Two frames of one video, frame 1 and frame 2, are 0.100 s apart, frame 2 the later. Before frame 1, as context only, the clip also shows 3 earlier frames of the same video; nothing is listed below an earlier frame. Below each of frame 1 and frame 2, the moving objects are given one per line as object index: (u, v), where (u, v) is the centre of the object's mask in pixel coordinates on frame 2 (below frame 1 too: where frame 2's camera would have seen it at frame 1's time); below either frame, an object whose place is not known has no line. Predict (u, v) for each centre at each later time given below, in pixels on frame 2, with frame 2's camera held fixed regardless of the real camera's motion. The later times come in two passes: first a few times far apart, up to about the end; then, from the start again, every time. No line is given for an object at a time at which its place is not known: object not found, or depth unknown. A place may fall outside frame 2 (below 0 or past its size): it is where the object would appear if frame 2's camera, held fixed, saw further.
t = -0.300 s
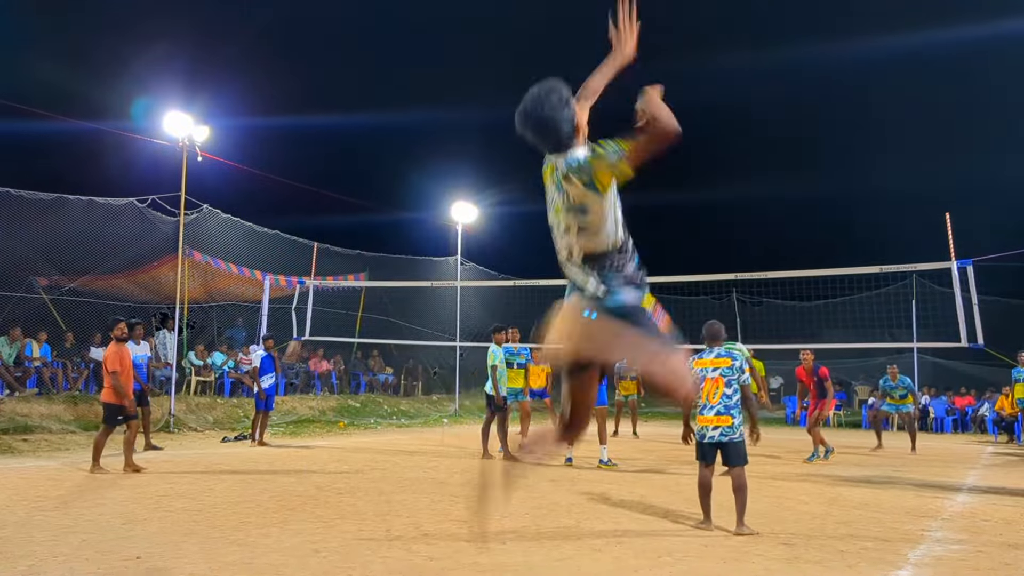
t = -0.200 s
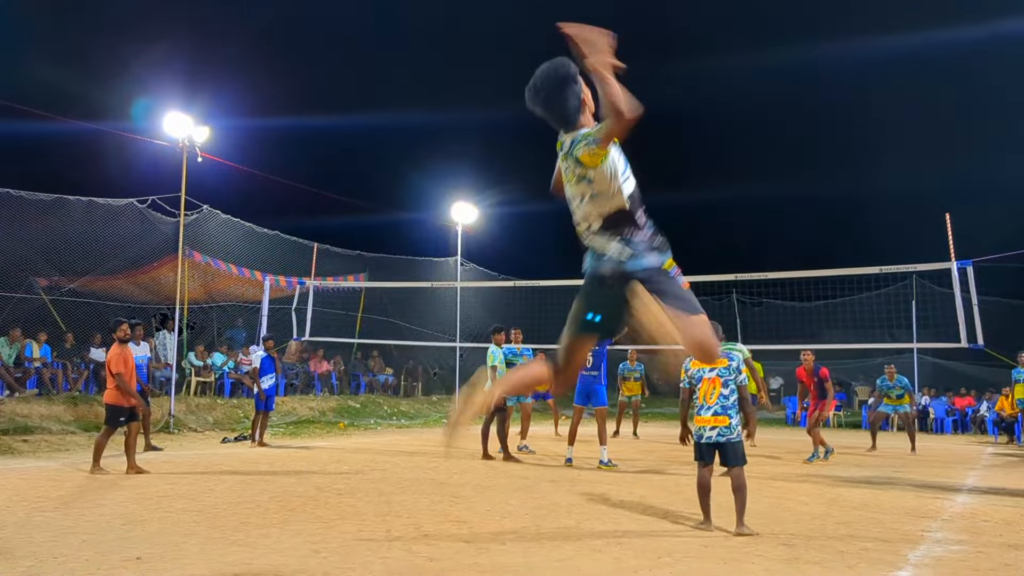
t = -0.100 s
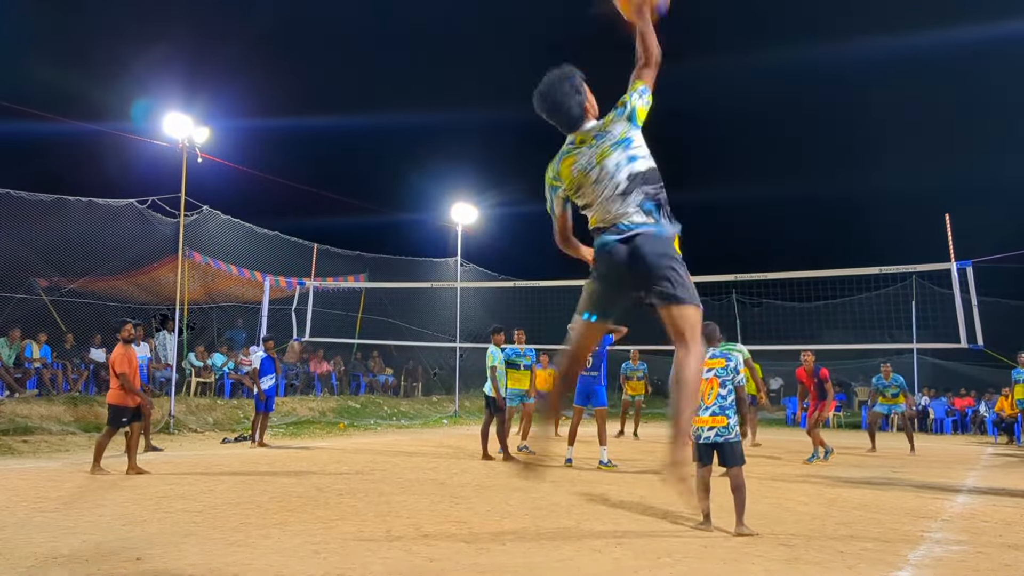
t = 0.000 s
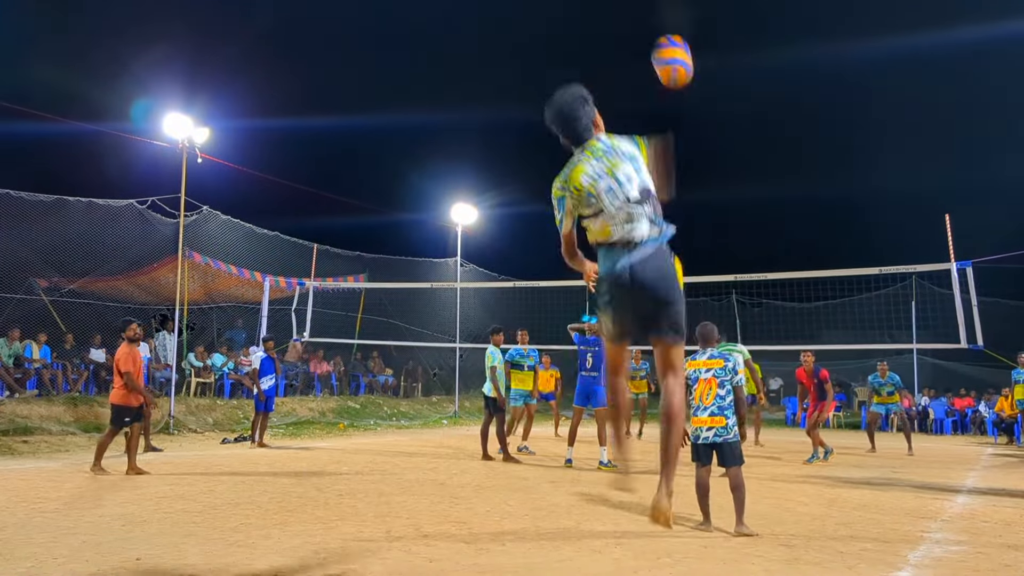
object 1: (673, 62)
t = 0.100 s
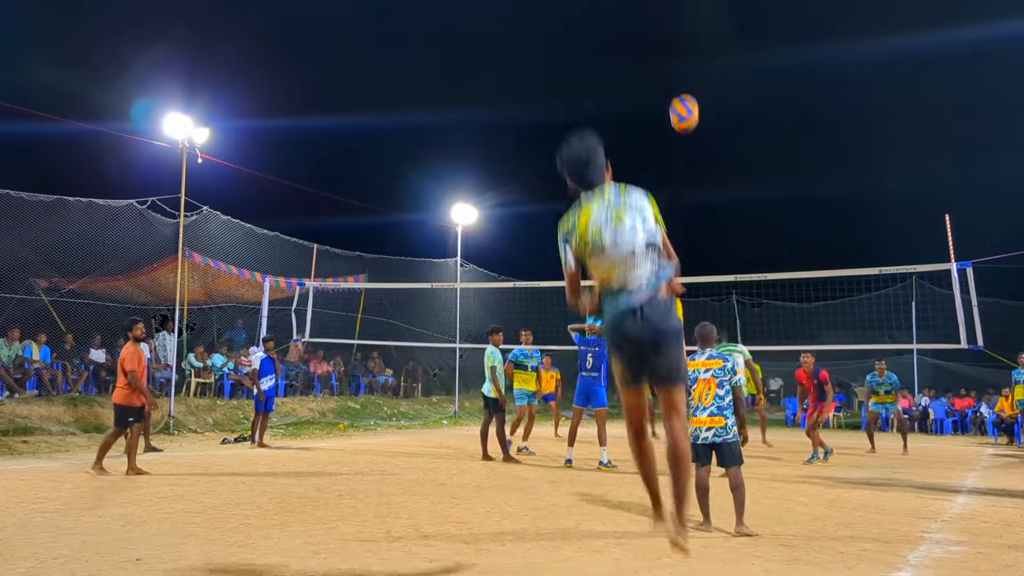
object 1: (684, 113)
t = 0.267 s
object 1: (684, 182)
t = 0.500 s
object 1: (674, 266)
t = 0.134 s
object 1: (685, 128)
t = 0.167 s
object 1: (686, 142)
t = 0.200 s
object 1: (686, 156)
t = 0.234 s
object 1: (685, 169)
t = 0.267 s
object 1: (684, 182)
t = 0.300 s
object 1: (683, 195)
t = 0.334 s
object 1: (681, 207)
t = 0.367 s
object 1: (680, 219)
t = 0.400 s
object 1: (678, 231)
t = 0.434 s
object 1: (677, 243)
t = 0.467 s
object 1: (675, 255)
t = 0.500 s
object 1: (674, 266)
